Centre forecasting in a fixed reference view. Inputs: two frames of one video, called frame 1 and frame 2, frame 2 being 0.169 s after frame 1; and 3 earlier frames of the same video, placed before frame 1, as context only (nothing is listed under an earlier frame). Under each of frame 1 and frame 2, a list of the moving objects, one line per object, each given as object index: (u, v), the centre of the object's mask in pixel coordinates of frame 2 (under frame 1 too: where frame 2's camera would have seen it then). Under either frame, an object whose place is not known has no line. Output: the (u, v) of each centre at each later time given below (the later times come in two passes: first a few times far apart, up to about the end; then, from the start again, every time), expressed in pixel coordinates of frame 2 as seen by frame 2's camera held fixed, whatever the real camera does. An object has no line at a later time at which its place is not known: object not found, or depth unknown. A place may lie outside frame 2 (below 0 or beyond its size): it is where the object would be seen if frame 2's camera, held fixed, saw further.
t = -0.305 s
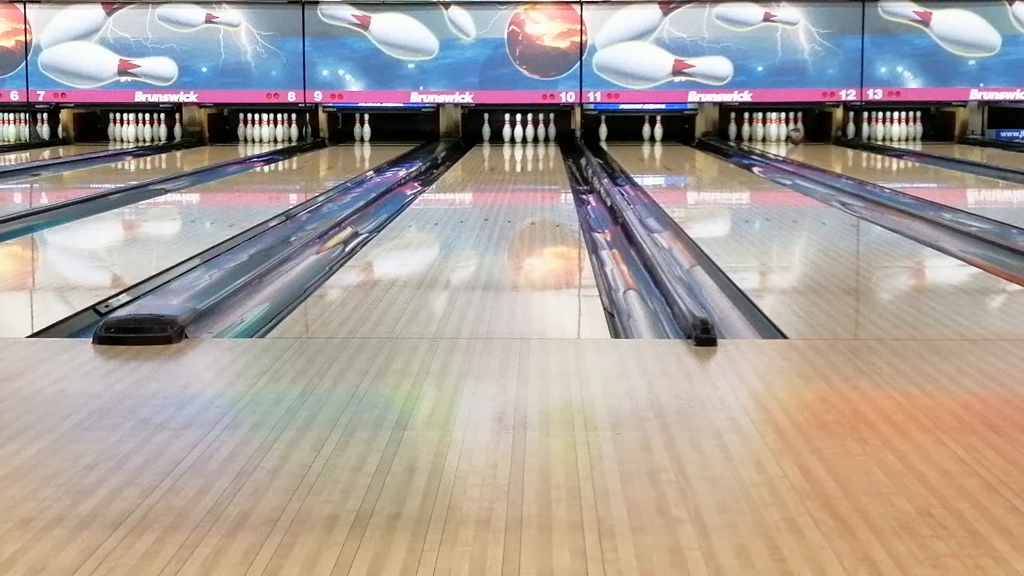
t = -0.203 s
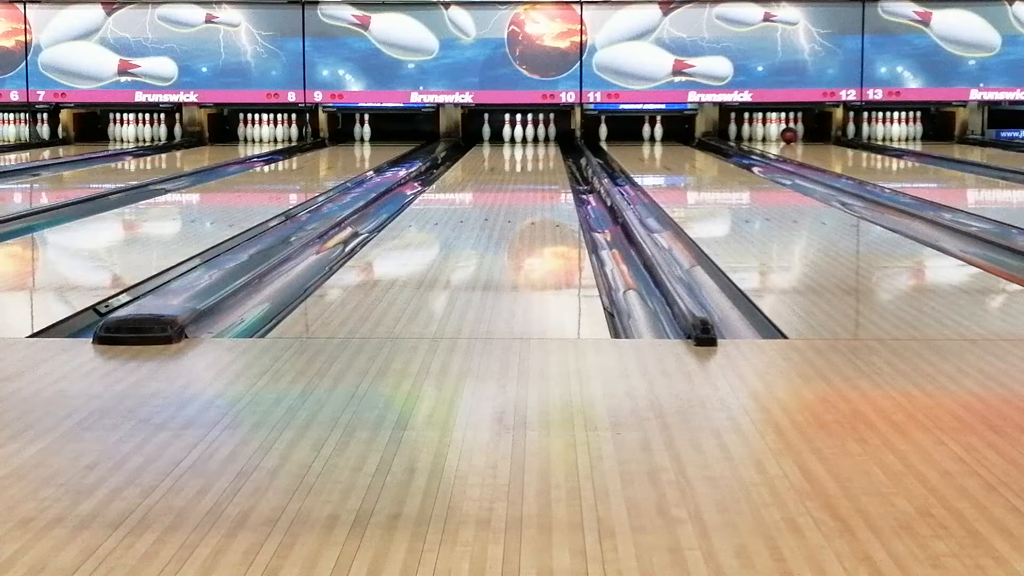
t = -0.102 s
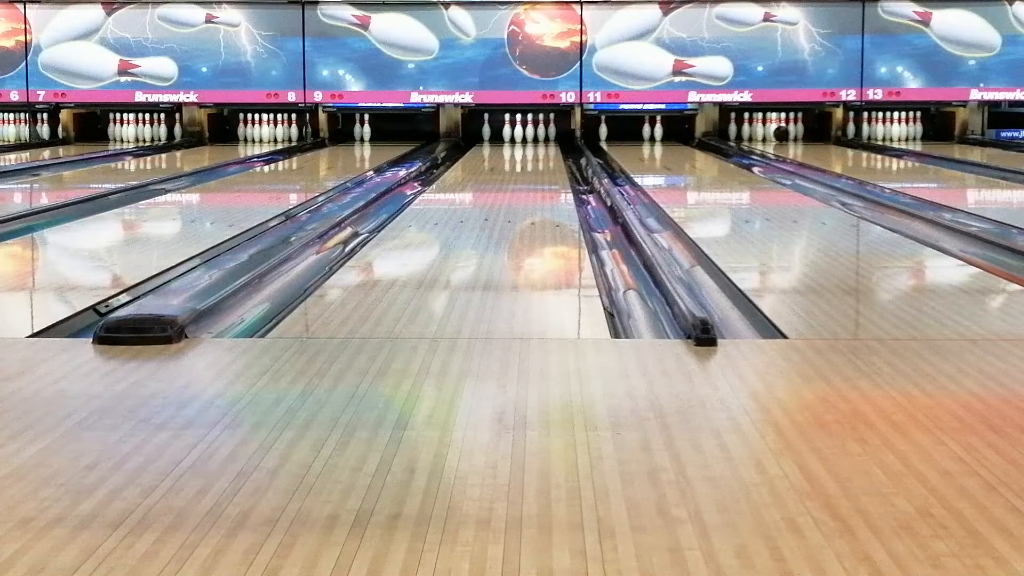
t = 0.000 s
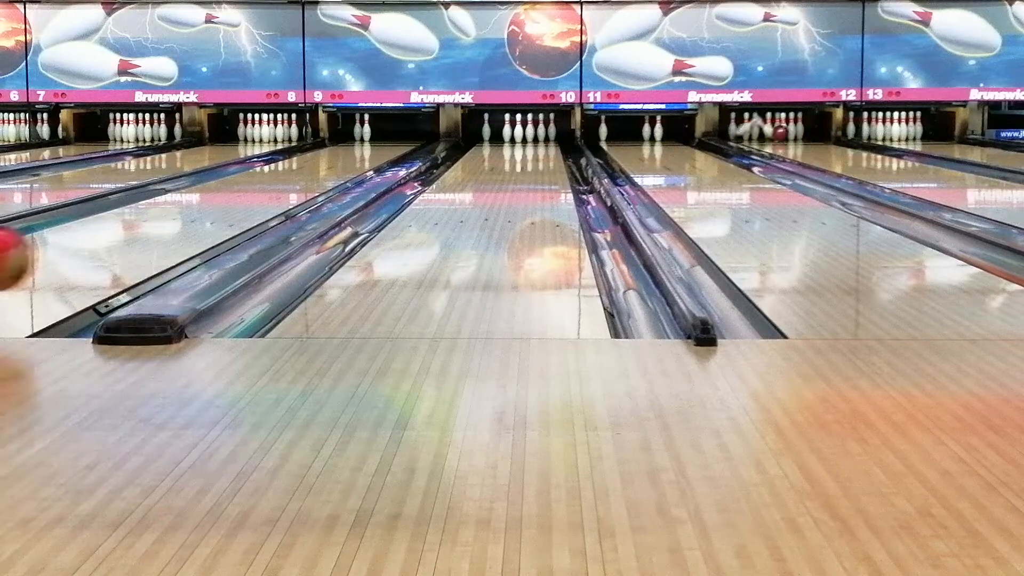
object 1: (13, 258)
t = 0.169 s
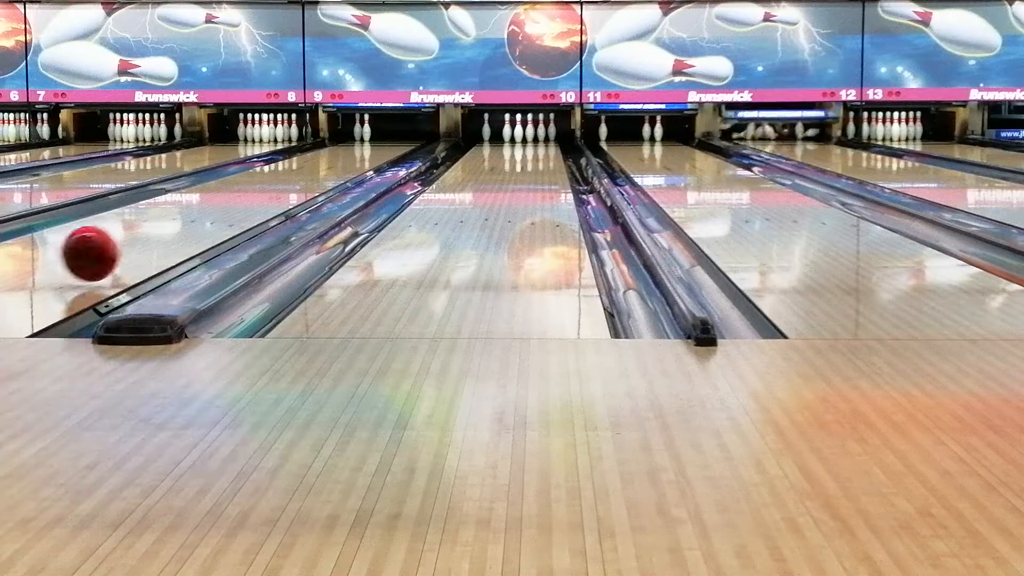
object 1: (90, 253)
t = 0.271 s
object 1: (132, 243)
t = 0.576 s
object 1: (221, 211)
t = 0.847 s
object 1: (272, 193)
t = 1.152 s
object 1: (311, 178)
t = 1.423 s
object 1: (333, 168)
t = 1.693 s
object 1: (350, 160)
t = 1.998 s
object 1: (364, 154)
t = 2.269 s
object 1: (371, 148)
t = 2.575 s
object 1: (377, 144)
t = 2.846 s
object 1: (382, 141)
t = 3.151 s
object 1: (387, 137)
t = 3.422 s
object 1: (390, 134)
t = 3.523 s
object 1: (391, 134)
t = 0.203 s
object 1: (105, 250)
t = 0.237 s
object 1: (120, 246)
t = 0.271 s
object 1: (132, 243)
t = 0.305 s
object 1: (144, 238)
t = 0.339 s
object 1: (156, 234)
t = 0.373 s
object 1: (167, 230)
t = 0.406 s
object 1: (178, 227)
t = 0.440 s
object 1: (187, 223)
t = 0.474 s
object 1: (197, 220)
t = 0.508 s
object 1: (206, 217)
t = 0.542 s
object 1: (214, 213)
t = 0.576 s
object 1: (221, 211)
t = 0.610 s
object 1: (229, 208)
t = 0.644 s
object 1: (236, 206)
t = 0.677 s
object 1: (243, 202)
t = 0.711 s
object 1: (249, 201)
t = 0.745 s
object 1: (255, 198)
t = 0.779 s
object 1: (261, 196)
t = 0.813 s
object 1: (267, 194)
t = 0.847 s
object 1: (272, 193)
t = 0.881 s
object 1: (278, 190)
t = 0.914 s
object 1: (282, 188)
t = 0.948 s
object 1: (288, 186)
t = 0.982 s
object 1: (292, 185)
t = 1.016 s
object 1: (296, 183)
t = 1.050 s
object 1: (300, 182)
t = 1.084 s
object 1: (304, 181)
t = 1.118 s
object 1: (307, 179)
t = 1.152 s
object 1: (311, 178)
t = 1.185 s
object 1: (314, 176)
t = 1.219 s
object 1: (317, 175)
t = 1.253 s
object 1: (321, 173)
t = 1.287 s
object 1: (324, 172)
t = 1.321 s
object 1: (326, 171)
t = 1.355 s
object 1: (329, 170)
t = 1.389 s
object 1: (331, 169)
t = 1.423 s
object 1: (333, 168)
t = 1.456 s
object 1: (337, 167)
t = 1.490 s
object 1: (339, 165)
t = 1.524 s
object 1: (341, 165)
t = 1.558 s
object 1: (343, 164)
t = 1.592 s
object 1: (345, 163)
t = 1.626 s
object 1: (347, 162)
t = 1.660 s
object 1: (348, 161)
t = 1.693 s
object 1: (350, 160)
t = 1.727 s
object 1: (352, 159)
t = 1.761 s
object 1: (354, 158)
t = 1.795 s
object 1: (355, 158)
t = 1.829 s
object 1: (357, 157)
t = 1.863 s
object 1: (359, 156)
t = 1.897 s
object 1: (359, 156)
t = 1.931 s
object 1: (361, 155)
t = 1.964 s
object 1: (362, 154)
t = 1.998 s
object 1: (364, 154)
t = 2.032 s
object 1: (365, 153)
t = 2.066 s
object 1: (366, 152)
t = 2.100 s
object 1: (367, 151)
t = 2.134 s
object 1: (368, 151)
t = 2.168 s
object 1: (369, 151)
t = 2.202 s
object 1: (370, 150)
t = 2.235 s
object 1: (370, 149)
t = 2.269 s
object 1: (371, 148)
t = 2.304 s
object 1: (372, 149)
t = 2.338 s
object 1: (373, 148)
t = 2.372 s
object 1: (374, 147)
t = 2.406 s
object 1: (374, 147)
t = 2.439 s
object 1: (375, 146)
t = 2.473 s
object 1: (375, 146)
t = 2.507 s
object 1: (376, 145)
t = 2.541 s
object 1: (377, 145)
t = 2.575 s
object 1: (377, 144)
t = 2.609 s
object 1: (378, 144)
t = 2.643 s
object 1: (379, 144)
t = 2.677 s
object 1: (379, 143)
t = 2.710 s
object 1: (379, 143)
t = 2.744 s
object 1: (380, 142)
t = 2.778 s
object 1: (380, 142)
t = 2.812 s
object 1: (381, 141)
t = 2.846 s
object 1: (382, 141)
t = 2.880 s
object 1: (382, 141)
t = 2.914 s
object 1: (383, 140)
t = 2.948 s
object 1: (384, 140)
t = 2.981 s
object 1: (384, 139)
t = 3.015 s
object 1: (384, 139)
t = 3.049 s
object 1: (385, 138)
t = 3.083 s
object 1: (385, 138)
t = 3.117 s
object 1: (386, 137)
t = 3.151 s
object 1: (387, 137)
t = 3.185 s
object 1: (387, 137)
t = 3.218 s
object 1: (387, 137)
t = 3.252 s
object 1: (388, 137)
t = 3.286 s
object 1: (388, 135)
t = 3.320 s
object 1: (389, 136)
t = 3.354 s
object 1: (389, 136)
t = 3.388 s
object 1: (389, 135)
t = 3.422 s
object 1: (390, 134)
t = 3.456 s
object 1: (390, 135)
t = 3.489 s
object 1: (391, 134)
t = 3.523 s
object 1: (391, 134)
